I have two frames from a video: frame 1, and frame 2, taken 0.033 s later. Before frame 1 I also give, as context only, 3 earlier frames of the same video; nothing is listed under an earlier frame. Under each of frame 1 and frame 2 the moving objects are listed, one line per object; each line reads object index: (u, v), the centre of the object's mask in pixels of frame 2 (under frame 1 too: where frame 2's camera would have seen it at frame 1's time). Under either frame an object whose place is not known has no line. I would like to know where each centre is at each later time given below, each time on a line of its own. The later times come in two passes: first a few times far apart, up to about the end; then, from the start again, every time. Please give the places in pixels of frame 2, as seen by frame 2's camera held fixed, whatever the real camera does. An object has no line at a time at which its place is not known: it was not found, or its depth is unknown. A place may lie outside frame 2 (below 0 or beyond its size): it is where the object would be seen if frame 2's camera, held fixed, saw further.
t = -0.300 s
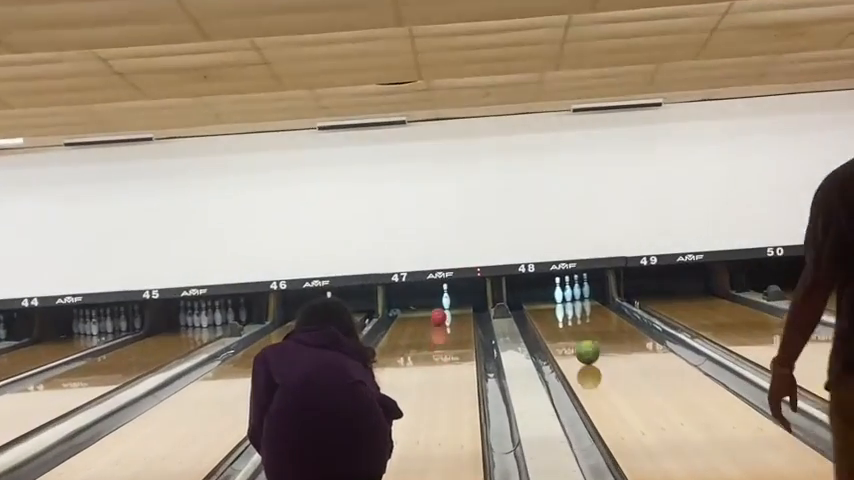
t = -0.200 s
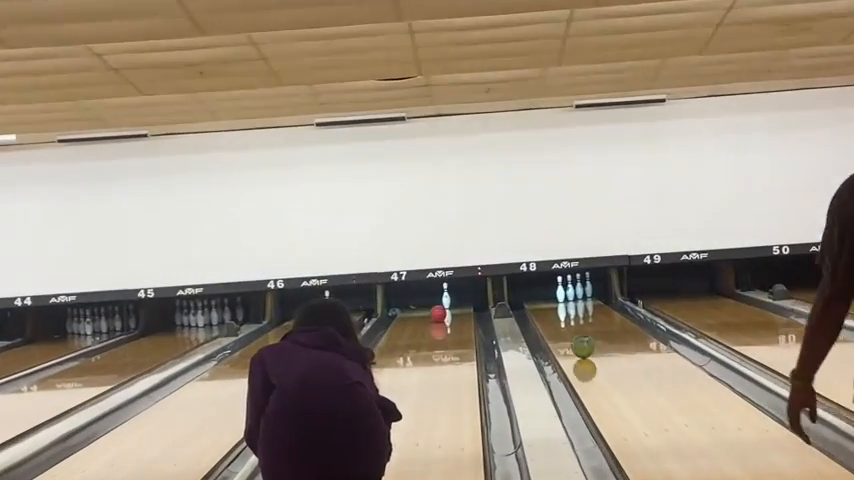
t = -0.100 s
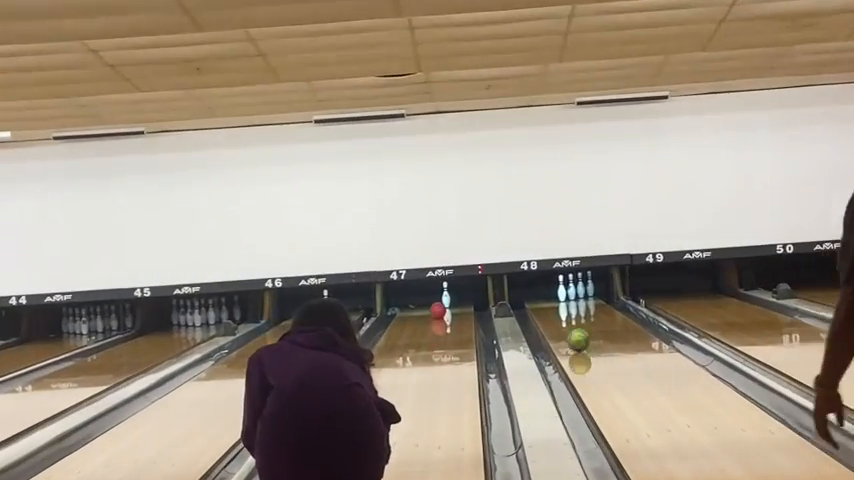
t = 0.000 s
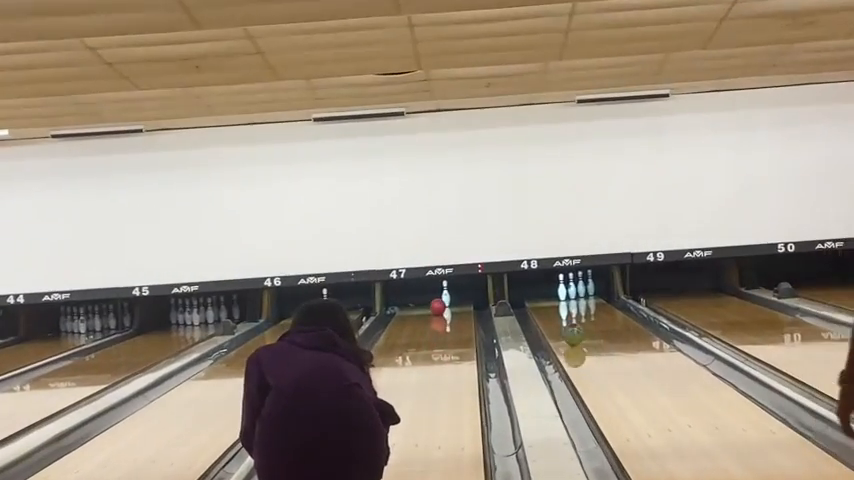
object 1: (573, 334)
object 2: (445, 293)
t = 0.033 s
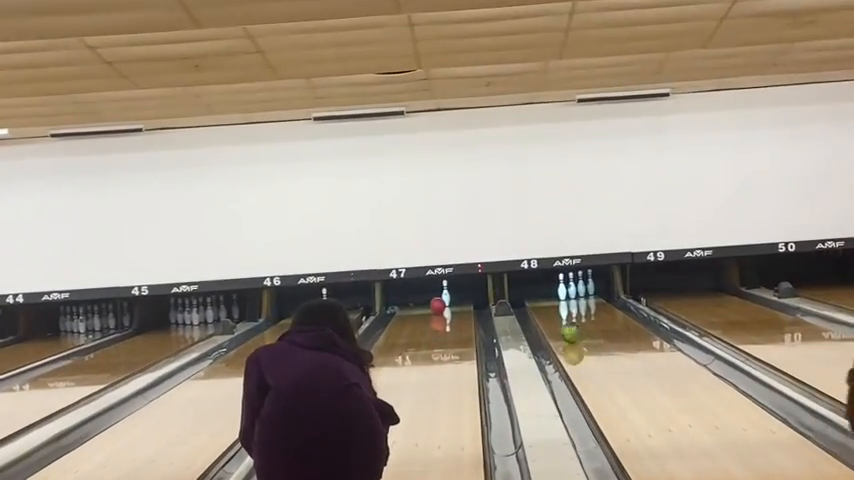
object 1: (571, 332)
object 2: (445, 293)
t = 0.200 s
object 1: (565, 324)
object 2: (446, 291)
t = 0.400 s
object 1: (559, 315)
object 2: (466, 292)
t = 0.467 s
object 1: (558, 311)
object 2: (479, 291)
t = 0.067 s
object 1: (570, 329)
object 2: (445, 292)
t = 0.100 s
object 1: (568, 328)
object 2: (445, 292)
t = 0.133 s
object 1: (567, 327)
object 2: (446, 292)
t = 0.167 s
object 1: (565, 325)
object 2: (446, 291)
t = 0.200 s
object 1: (565, 324)
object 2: (446, 291)
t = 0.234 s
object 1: (563, 322)
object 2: (446, 291)
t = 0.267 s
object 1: (562, 320)
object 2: (446, 291)
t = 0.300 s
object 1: (561, 319)
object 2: (447, 290)
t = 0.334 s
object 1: (560, 317)
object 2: (454, 291)
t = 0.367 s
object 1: (560, 316)
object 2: (460, 291)
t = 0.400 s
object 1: (559, 315)
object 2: (466, 292)
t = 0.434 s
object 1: (558, 313)
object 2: (474, 293)
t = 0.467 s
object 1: (558, 311)
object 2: (479, 291)
